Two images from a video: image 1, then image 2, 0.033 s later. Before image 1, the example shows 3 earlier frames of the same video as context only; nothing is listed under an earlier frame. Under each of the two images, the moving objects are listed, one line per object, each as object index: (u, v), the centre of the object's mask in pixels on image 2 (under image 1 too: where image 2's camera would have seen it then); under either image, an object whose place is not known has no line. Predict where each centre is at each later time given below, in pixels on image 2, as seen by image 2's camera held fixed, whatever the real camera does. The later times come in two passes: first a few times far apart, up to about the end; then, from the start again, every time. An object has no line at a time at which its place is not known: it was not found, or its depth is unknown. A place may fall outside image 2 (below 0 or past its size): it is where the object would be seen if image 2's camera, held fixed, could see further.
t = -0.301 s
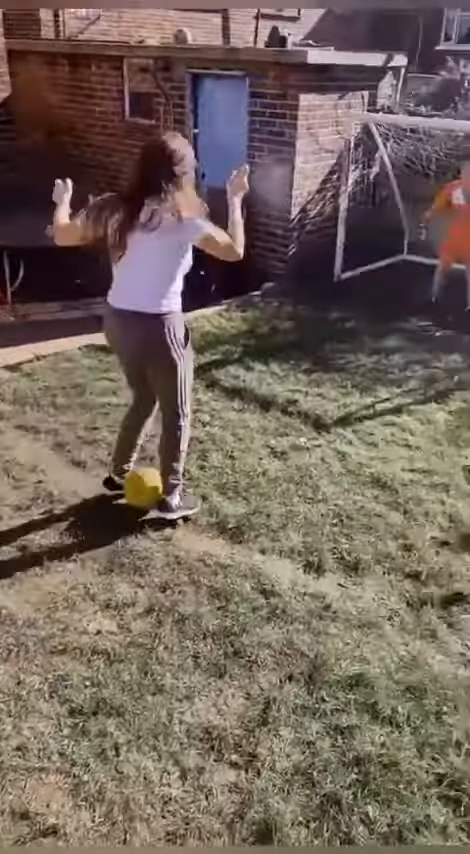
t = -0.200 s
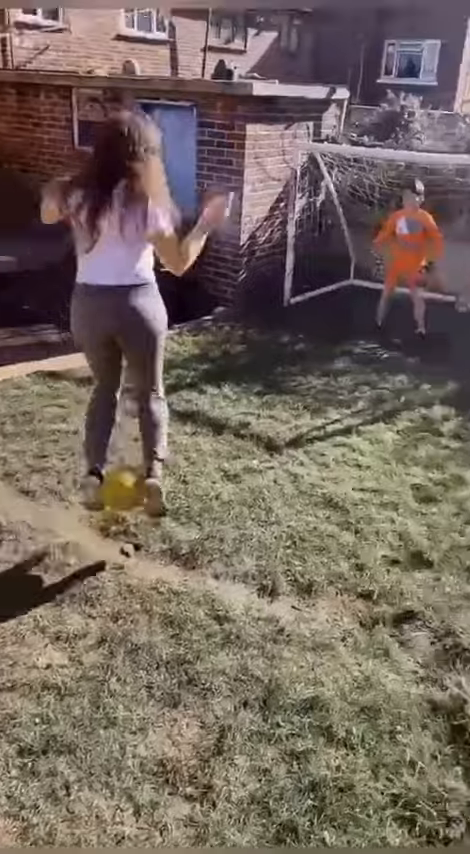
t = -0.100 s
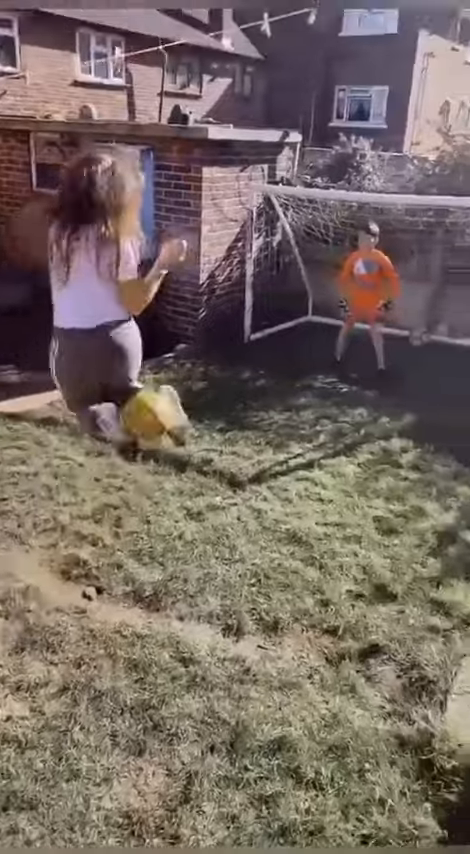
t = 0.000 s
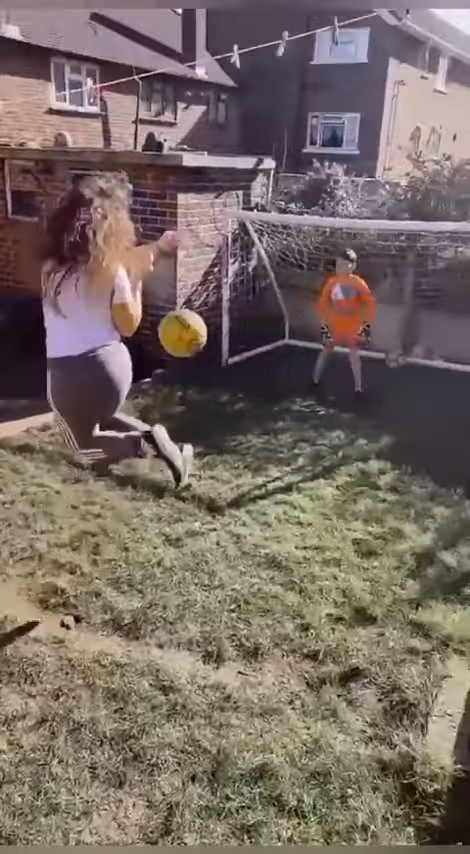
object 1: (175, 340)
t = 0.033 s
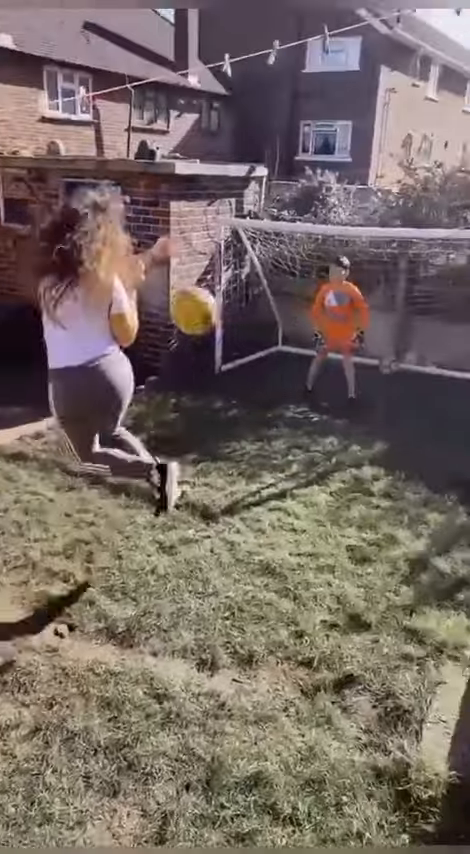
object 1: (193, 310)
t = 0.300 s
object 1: (316, 183)
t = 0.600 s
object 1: (404, 228)
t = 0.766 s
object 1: (431, 307)
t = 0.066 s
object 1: (211, 284)
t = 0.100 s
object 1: (228, 261)
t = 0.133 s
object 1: (245, 239)
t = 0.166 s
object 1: (260, 223)
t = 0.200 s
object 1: (277, 208)
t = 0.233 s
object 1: (288, 198)
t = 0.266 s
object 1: (303, 189)
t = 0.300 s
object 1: (316, 183)
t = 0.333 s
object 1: (329, 180)
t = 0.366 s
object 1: (340, 178)
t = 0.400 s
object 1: (347, 180)
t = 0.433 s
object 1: (361, 184)
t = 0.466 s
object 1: (371, 189)
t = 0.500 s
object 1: (382, 195)
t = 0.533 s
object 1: (389, 205)
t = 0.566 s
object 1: (396, 216)
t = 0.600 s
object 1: (404, 228)
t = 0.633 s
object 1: (410, 243)
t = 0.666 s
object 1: (416, 258)
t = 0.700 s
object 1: (421, 274)
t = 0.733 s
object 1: (426, 290)
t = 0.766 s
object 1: (431, 307)
